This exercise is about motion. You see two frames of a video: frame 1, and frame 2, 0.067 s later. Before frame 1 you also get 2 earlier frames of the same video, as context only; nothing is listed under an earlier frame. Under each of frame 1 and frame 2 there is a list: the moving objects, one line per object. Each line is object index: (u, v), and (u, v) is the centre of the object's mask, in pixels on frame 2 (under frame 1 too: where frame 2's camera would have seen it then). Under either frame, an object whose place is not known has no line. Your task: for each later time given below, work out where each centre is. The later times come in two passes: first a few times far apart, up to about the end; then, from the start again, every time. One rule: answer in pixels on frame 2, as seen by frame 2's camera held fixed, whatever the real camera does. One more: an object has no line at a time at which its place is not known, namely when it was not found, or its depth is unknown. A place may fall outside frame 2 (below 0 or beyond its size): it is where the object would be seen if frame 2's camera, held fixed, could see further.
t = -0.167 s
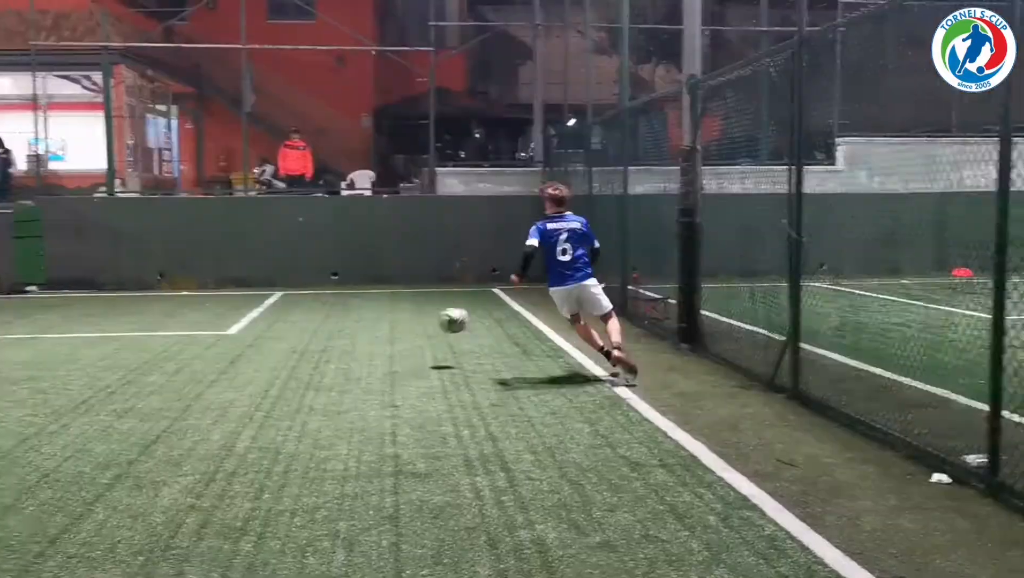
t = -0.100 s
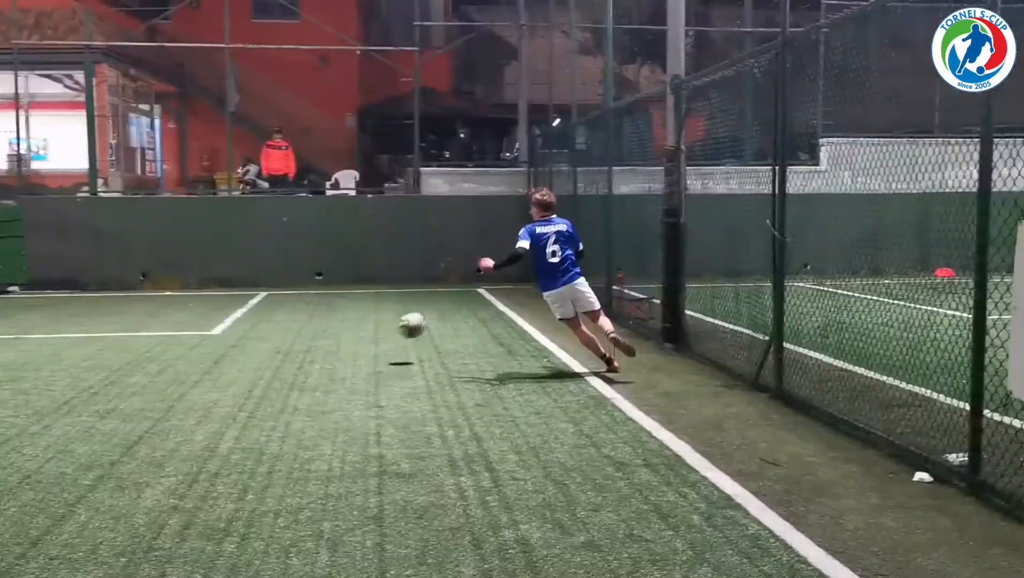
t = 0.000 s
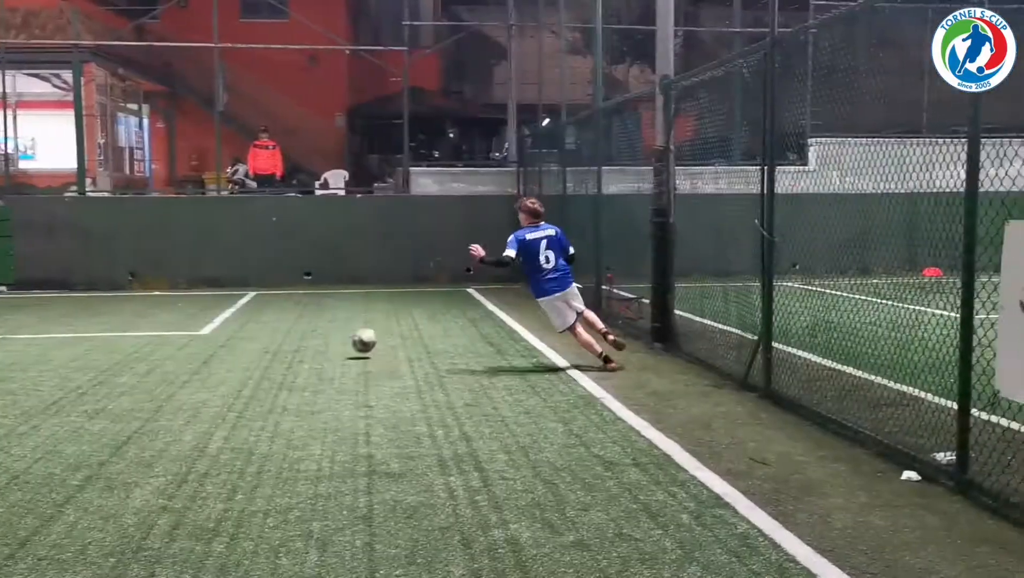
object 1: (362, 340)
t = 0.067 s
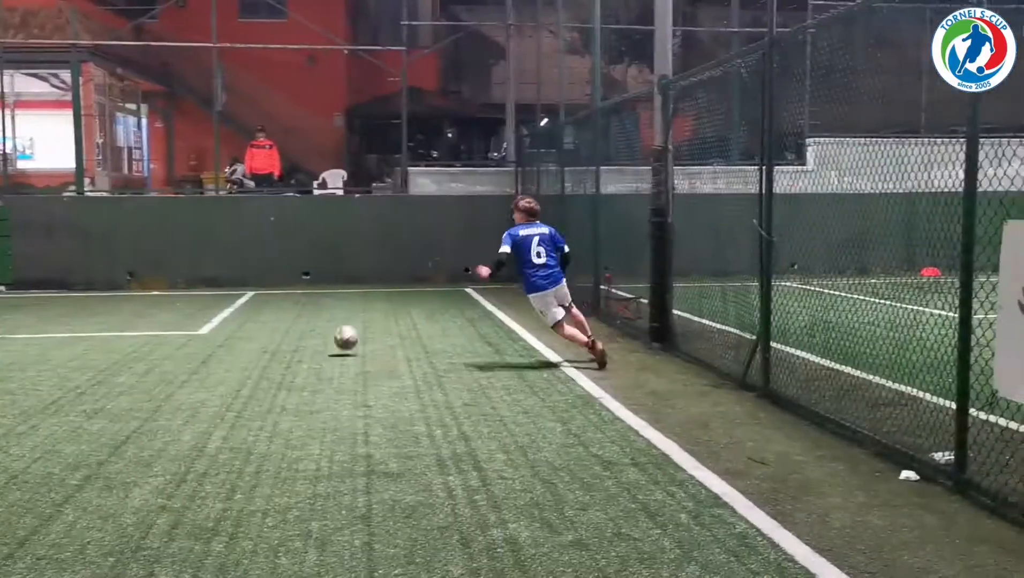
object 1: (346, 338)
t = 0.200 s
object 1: (320, 321)
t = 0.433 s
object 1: (290, 328)
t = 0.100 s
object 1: (341, 332)
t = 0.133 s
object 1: (335, 328)
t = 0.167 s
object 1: (330, 325)
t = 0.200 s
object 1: (320, 321)
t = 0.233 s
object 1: (315, 321)
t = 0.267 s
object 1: (310, 323)
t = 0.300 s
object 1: (305, 325)
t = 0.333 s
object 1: (300, 328)
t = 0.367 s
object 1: (295, 332)
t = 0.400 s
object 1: (292, 333)
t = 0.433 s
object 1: (290, 328)
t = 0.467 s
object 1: (288, 325)
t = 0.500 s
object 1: (287, 323)
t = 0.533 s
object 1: (285, 321)
